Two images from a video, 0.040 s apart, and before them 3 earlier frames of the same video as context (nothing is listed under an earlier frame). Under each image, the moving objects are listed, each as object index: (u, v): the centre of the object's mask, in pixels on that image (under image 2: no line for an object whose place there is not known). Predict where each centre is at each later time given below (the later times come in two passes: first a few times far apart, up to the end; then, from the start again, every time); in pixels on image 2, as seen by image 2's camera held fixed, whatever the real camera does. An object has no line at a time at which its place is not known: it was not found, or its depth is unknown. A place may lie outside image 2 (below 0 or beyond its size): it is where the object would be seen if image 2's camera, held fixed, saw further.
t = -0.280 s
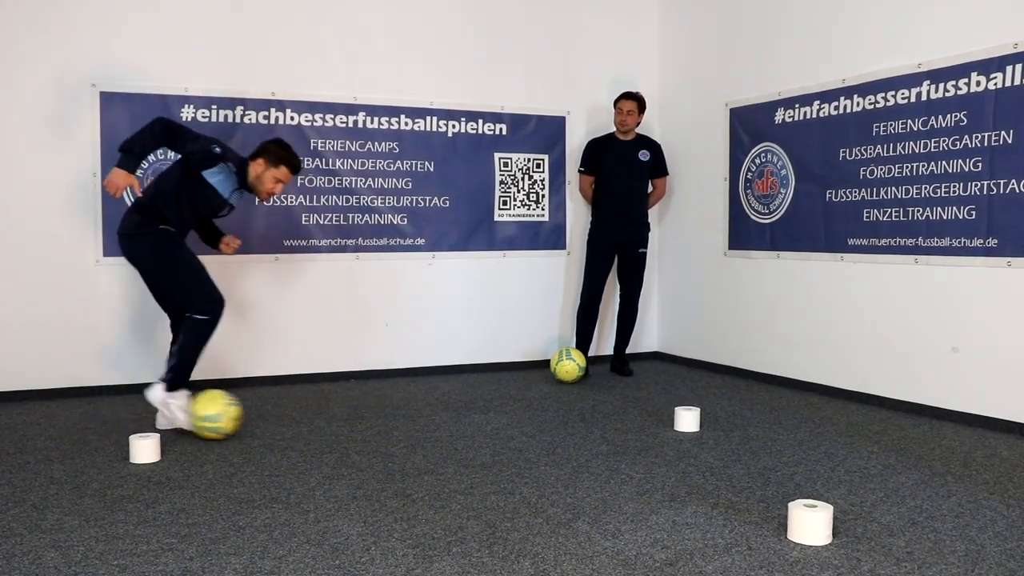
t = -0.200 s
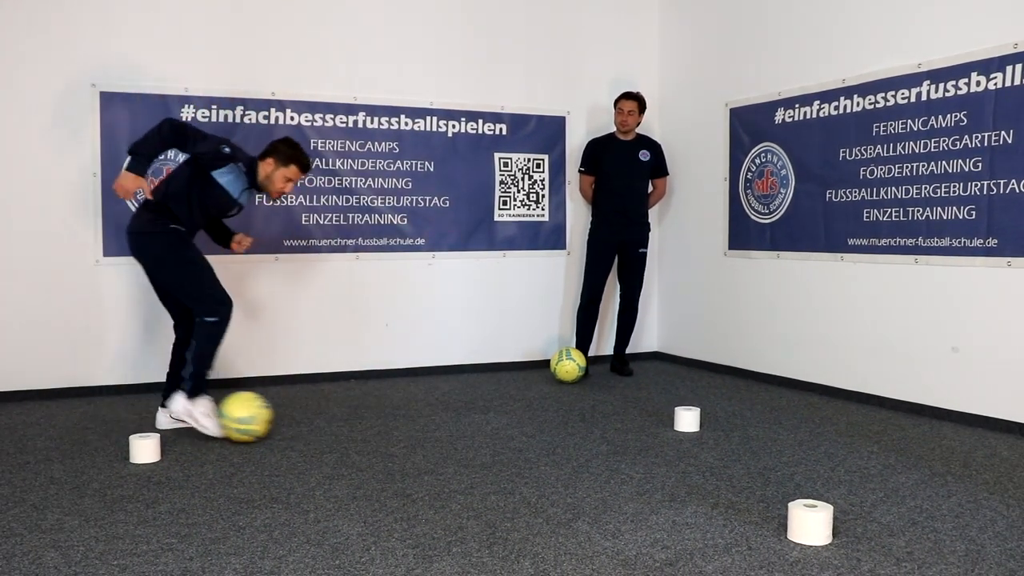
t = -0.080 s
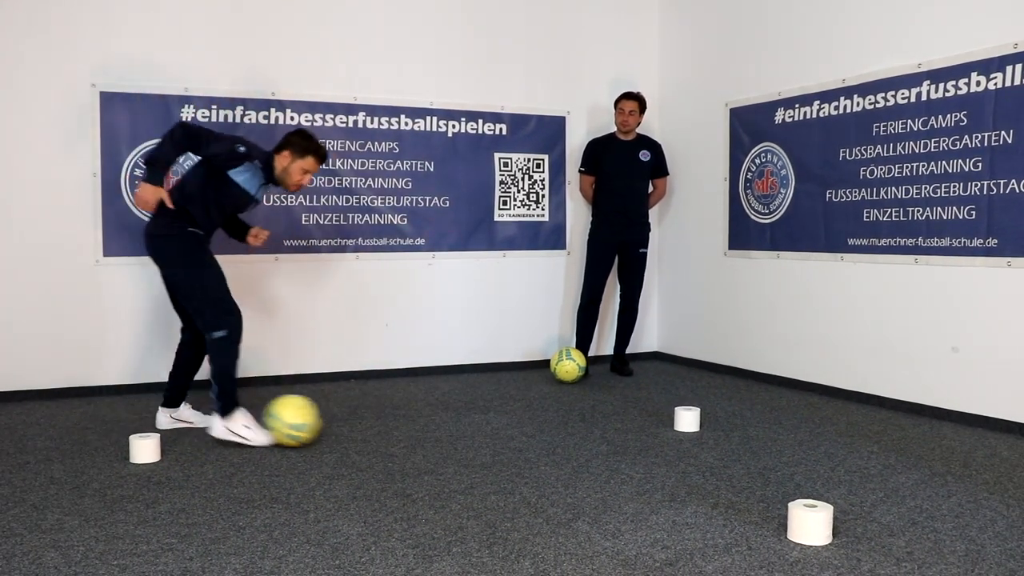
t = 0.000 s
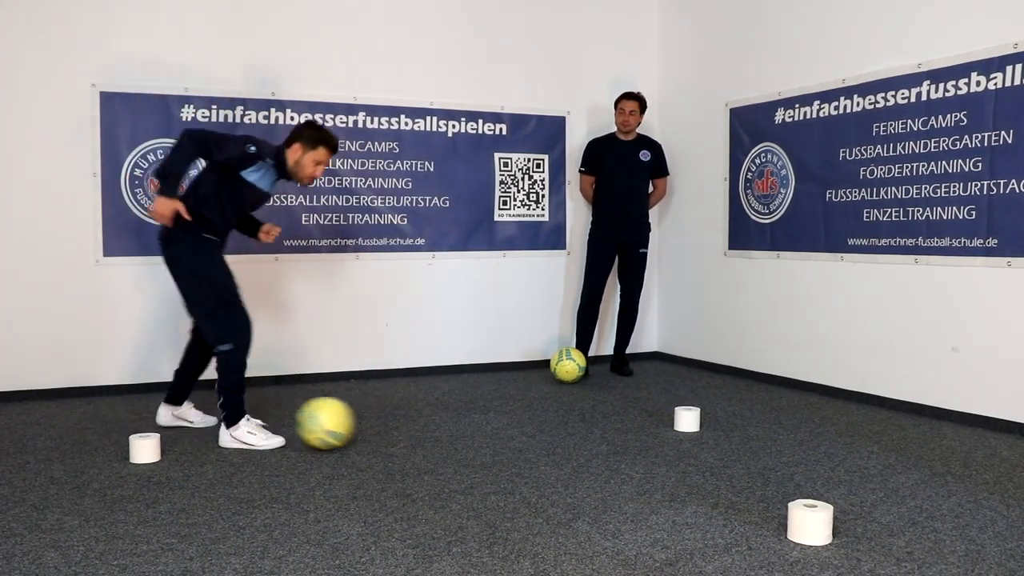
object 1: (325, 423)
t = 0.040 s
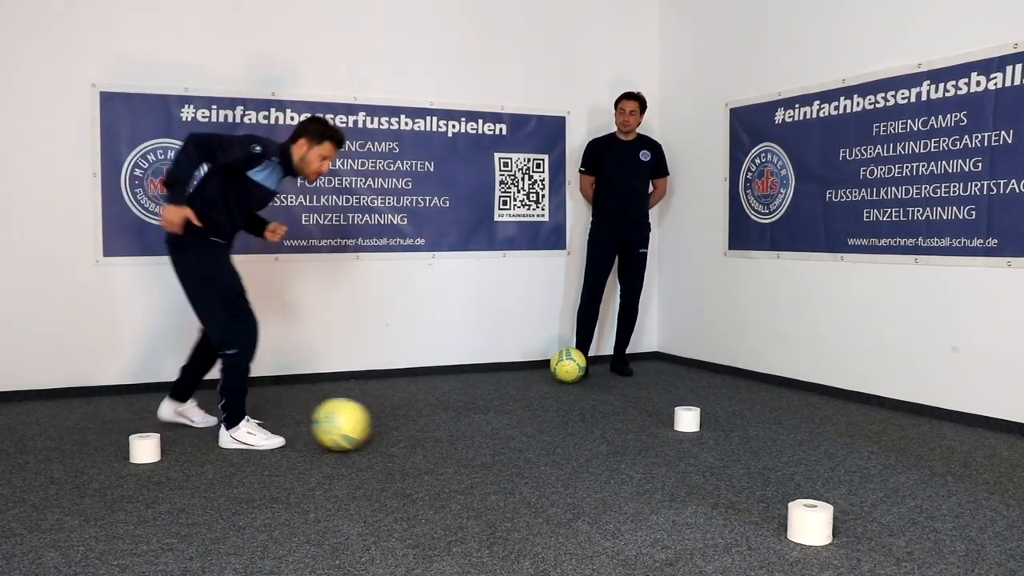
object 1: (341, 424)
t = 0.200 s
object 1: (395, 428)
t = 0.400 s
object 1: (457, 432)
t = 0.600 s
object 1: (521, 436)
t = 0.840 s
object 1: (598, 441)
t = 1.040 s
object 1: (664, 445)
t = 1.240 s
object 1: (730, 448)
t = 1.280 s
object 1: (743, 448)
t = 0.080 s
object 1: (355, 425)
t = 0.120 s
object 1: (370, 426)
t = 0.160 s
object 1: (383, 427)
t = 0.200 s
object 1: (395, 428)
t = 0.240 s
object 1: (407, 428)
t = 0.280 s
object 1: (419, 430)
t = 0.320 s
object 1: (431, 430)
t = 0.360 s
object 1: (444, 431)
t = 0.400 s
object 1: (457, 432)
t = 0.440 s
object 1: (470, 433)
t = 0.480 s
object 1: (483, 434)
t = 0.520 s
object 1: (495, 434)
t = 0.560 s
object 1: (508, 436)
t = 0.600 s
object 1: (521, 436)
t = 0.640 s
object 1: (534, 437)
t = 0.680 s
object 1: (547, 438)
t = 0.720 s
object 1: (559, 438)
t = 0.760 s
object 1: (572, 439)
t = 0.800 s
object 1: (585, 440)
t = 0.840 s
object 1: (598, 441)
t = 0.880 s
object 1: (612, 441)
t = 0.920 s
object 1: (625, 442)
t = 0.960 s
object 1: (638, 443)
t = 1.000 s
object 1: (651, 444)
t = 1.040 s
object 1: (664, 445)
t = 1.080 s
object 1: (678, 445)
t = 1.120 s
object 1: (691, 446)
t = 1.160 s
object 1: (705, 447)
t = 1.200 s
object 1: (718, 447)
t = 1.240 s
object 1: (730, 448)
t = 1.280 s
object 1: (743, 448)
